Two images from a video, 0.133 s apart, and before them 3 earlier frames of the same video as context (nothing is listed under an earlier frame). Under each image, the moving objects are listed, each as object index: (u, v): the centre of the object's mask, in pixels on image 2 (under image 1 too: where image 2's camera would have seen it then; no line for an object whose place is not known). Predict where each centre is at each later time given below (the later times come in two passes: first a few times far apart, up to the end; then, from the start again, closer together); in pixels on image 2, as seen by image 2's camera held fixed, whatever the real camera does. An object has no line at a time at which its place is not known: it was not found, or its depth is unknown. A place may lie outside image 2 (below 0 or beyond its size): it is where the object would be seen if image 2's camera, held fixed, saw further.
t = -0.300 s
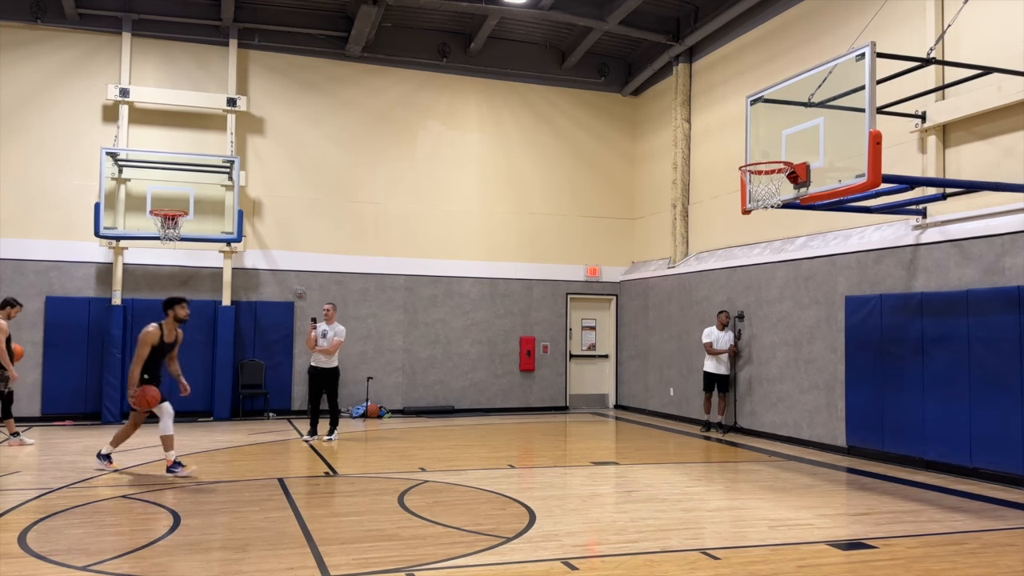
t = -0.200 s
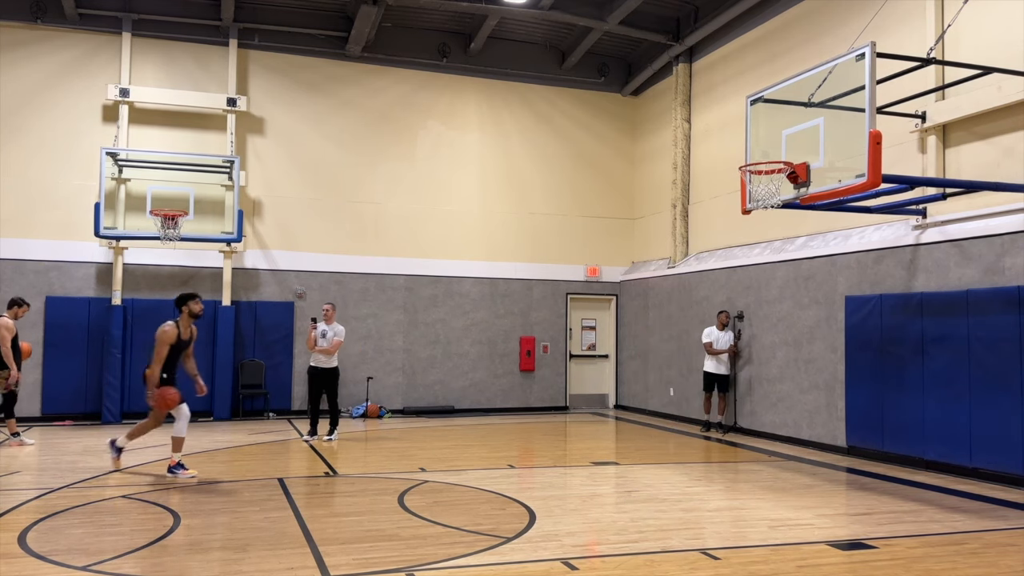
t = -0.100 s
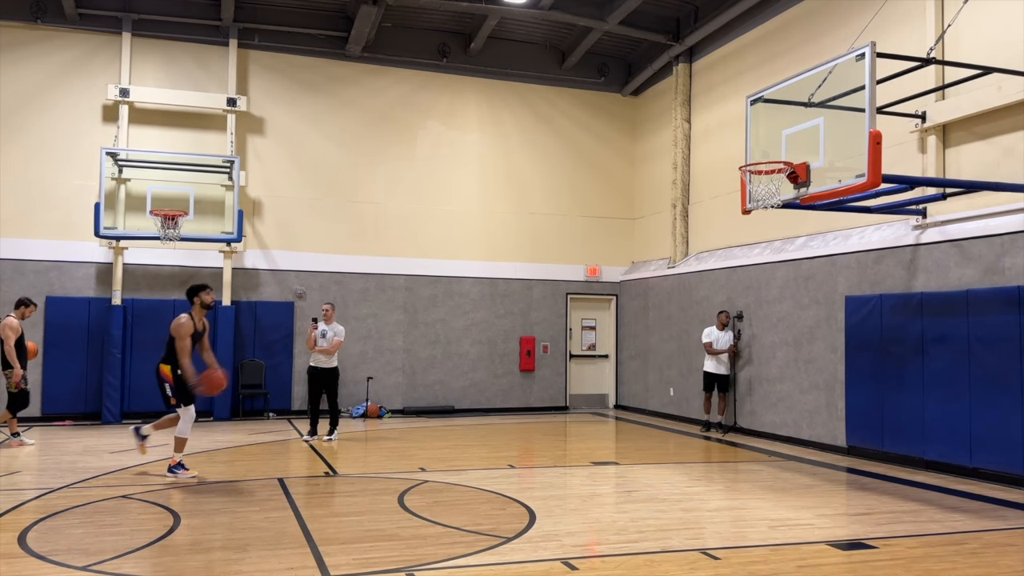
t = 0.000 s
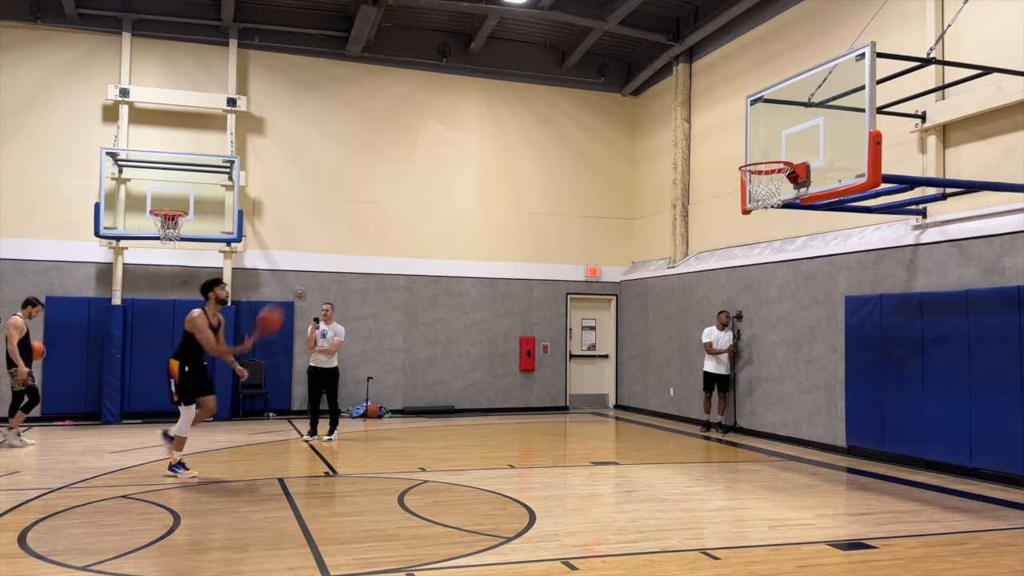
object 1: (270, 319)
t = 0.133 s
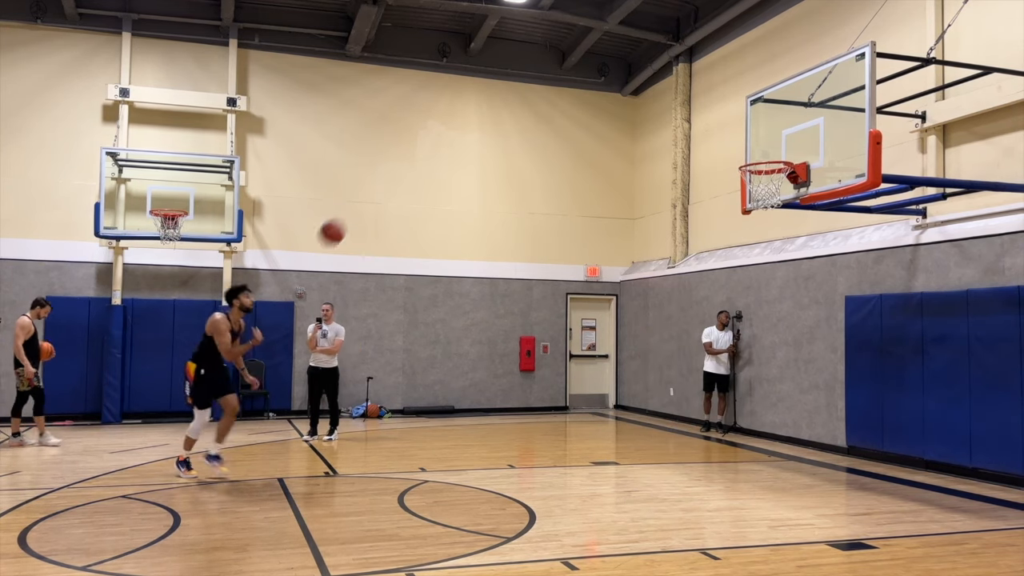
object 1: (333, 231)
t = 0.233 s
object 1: (378, 179)
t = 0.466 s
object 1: (479, 99)
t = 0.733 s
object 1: (590, 74)
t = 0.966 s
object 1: (684, 109)
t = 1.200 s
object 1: (760, 181)
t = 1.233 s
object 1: (745, 195)
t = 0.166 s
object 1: (348, 213)
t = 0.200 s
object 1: (364, 195)
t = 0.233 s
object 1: (378, 179)
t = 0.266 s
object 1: (393, 164)
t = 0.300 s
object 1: (407, 150)
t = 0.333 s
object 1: (422, 138)
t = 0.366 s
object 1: (437, 126)
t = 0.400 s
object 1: (451, 116)
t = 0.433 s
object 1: (465, 107)
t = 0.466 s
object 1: (479, 99)
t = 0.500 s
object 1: (493, 92)
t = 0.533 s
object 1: (508, 86)
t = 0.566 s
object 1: (522, 81)
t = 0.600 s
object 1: (536, 77)
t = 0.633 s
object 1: (549, 74)
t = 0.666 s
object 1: (563, 73)
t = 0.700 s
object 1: (577, 73)
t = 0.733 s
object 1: (590, 74)
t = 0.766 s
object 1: (604, 76)
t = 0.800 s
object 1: (618, 78)
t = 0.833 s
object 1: (631, 82)
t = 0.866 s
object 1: (645, 87)
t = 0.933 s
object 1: (671, 100)
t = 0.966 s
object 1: (684, 109)
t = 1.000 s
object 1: (697, 118)
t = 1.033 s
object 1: (710, 128)
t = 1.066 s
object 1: (724, 140)
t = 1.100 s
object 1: (737, 152)
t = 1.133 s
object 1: (751, 163)
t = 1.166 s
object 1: (762, 179)
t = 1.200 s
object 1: (760, 181)
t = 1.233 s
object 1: (745, 195)
